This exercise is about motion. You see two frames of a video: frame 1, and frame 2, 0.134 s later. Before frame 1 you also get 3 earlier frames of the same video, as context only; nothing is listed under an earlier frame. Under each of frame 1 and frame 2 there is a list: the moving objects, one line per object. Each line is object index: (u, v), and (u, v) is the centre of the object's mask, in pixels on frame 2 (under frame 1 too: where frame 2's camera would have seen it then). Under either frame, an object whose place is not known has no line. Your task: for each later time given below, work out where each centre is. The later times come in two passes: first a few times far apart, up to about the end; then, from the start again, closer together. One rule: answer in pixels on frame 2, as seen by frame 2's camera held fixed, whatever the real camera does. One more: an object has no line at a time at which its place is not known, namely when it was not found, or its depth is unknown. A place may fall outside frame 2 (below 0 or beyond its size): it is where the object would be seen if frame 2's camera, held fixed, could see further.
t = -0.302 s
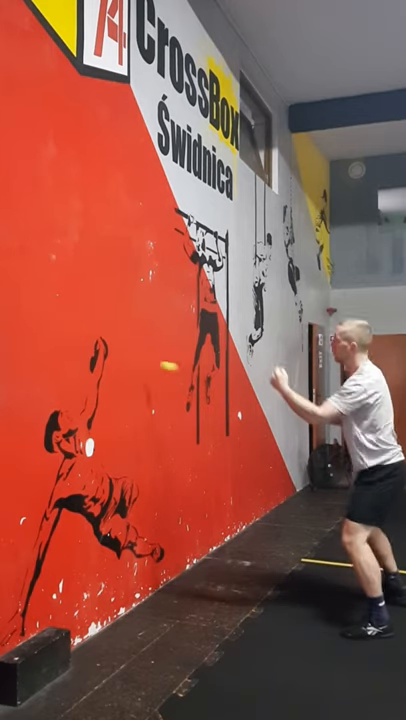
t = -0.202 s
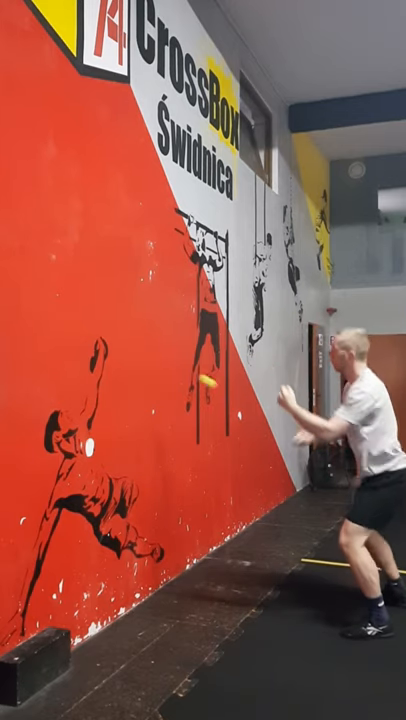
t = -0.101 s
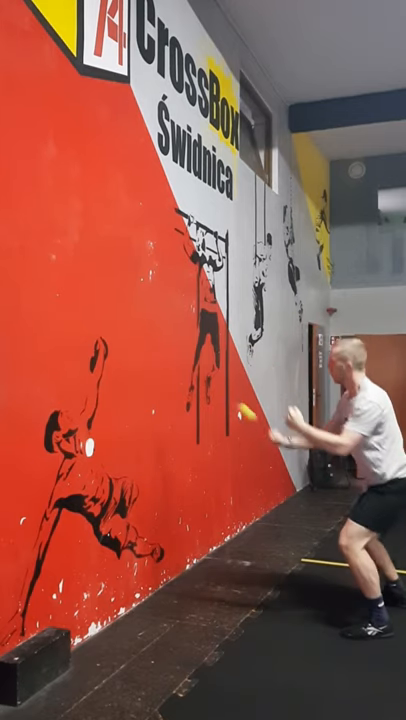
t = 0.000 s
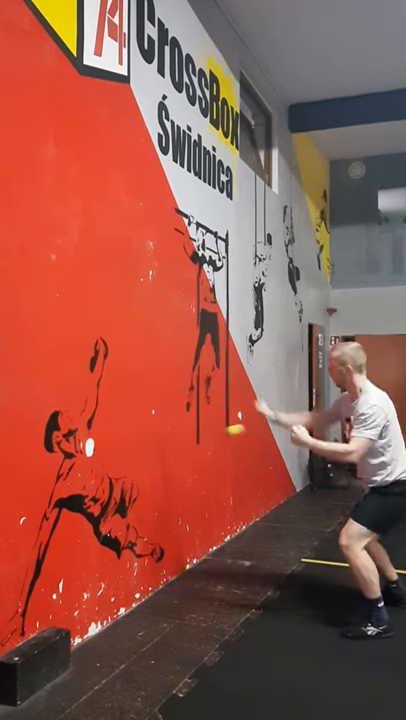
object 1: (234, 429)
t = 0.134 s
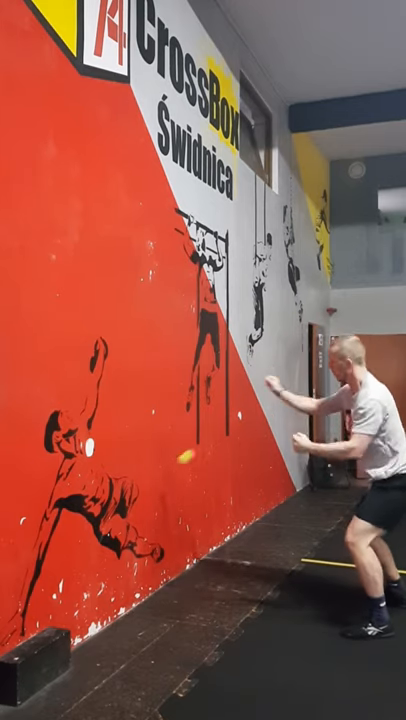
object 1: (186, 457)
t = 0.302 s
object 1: (188, 511)
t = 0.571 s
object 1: (257, 556)
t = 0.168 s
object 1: (174, 467)
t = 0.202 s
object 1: (163, 480)
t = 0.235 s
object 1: (168, 489)
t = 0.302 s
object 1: (188, 511)
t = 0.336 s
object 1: (198, 524)
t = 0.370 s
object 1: (208, 539)
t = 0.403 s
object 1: (218, 558)
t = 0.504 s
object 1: (244, 579)
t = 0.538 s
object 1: (251, 566)
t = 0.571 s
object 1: (257, 556)
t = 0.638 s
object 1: (270, 540)
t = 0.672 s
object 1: (276, 535)
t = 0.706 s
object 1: (283, 532)
